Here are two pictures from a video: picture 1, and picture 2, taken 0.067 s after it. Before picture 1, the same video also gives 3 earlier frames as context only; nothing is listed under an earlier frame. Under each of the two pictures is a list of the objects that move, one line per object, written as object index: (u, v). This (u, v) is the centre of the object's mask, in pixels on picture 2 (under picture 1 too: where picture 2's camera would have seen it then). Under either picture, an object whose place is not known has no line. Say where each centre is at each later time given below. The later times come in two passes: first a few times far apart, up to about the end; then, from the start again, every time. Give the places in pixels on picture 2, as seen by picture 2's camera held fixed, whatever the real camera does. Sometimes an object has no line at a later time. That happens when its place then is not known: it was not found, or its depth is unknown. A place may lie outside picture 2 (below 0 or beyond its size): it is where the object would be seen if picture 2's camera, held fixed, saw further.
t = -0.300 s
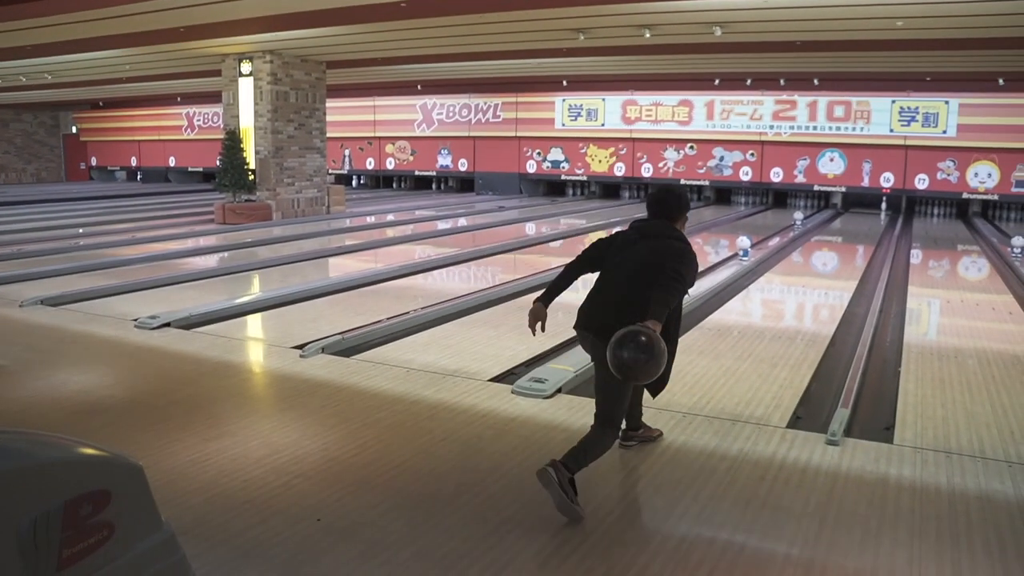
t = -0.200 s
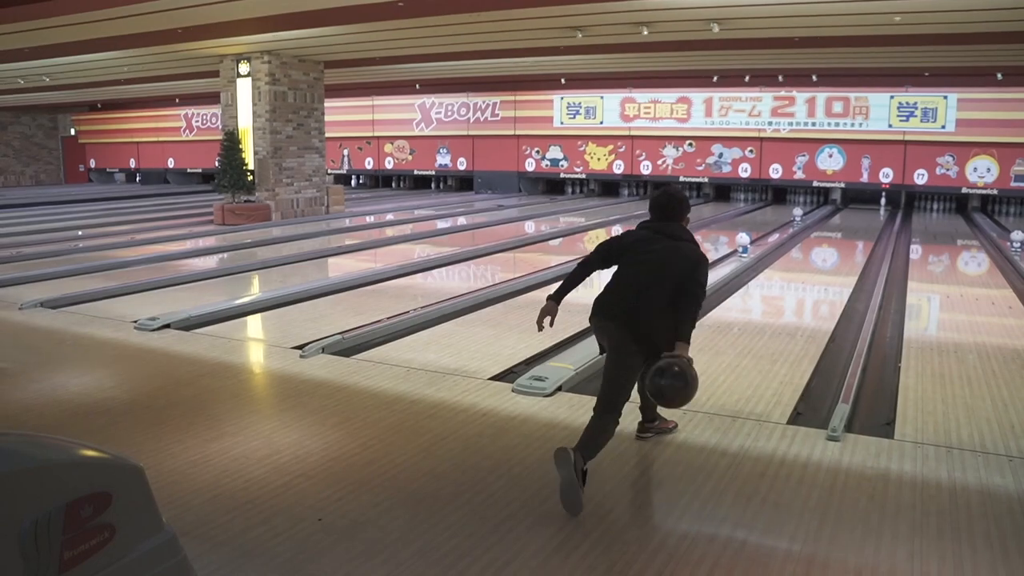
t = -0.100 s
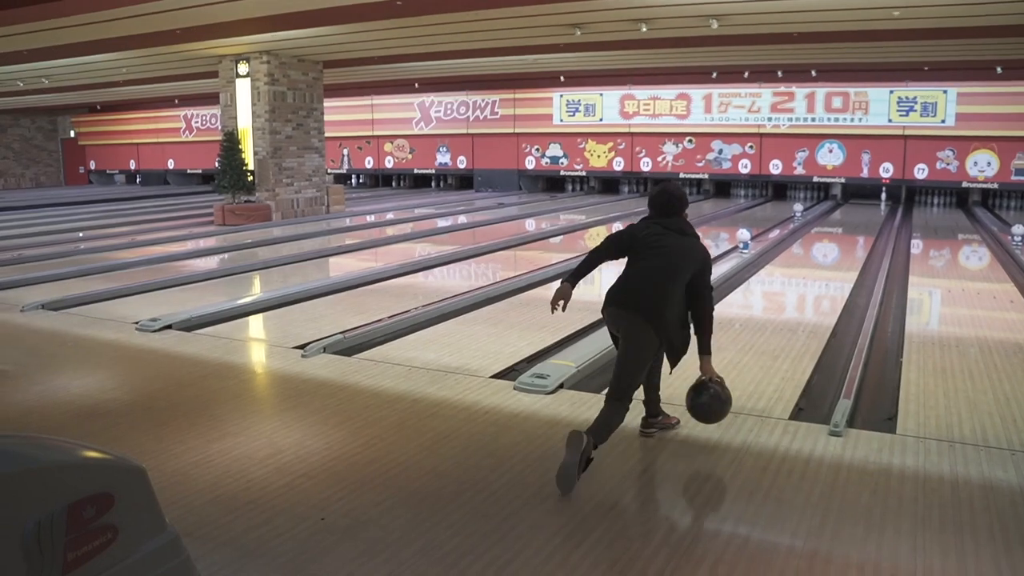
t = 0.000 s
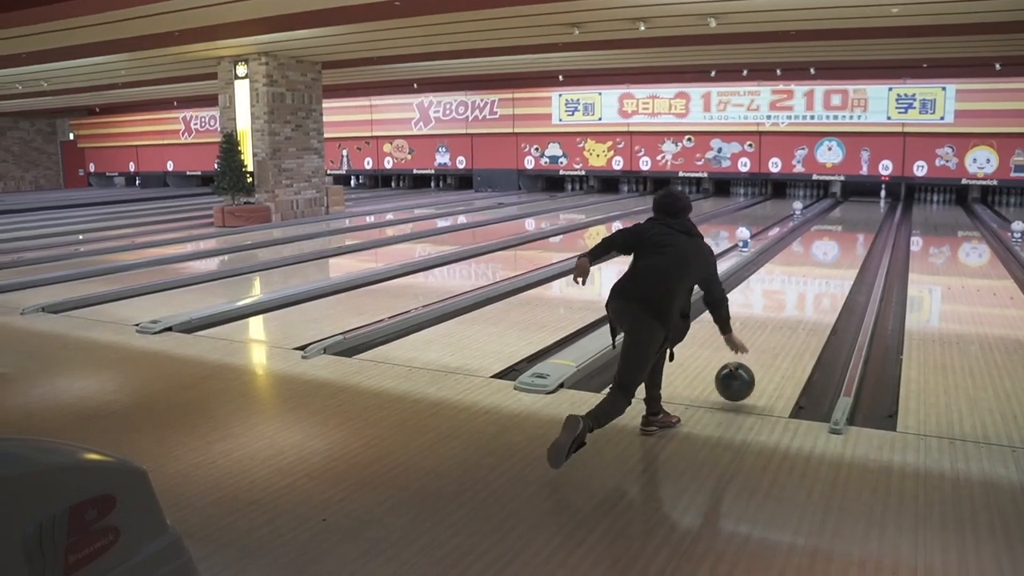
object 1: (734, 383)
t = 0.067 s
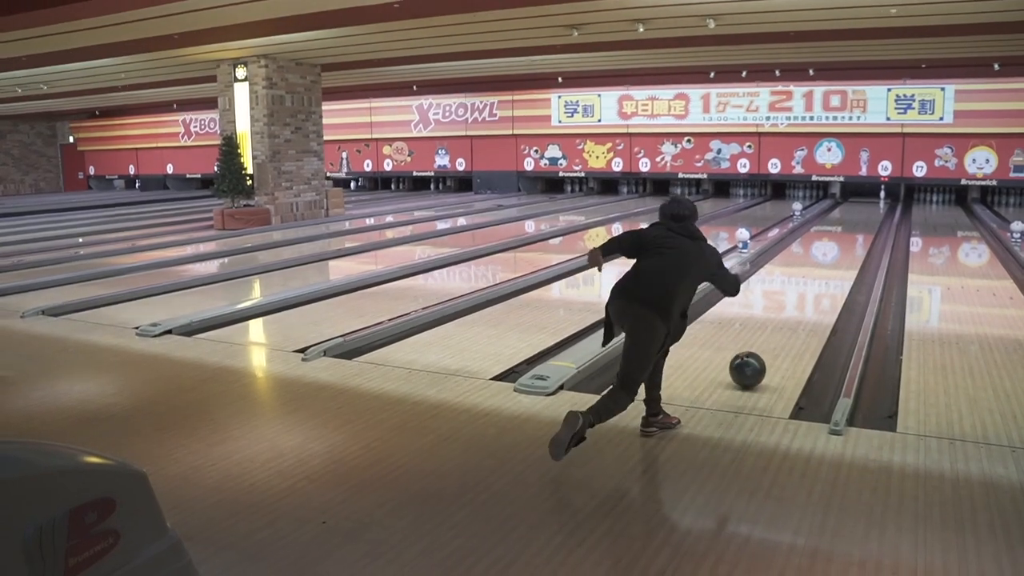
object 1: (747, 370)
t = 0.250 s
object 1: (773, 329)
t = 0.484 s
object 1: (795, 294)
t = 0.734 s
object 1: (811, 269)
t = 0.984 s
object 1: (821, 251)
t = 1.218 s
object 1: (830, 238)
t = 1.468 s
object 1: (836, 228)
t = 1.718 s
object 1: (842, 220)
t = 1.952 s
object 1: (845, 214)
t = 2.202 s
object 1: (849, 209)
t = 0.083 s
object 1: (750, 365)
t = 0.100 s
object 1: (753, 361)
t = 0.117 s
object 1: (755, 357)
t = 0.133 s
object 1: (758, 353)
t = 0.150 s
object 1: (760, 349)
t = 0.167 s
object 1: (763, 346)
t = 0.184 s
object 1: (765, 342)
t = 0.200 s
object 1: (767, 338)
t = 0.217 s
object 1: (769, 335)
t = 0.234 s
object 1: (771, 332)
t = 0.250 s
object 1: (773, 329)
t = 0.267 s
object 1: (775, 326)
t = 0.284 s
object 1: (777, 323)
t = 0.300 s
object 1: (779, 320)
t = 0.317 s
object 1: (780, 317)
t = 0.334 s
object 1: (782, 315)
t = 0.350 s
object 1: (784, 312)
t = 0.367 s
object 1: (785, 310)
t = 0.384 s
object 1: (787, 307)
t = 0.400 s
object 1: (789, 305)
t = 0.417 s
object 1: (790, 303)
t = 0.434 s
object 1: (791, 301)
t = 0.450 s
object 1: (793, 298)
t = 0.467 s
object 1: (794, 296)
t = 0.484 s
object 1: (795, 294)
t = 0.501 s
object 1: (796, 292)
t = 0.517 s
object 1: (798, 290)
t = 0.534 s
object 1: (799, 288)
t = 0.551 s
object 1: (800, 287)
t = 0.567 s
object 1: (801, 285)
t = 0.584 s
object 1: (802, 283)
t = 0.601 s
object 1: (803, 281)
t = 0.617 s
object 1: (804, 280)
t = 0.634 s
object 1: (805, 278)
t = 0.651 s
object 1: (806, 277)
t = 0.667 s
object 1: (807, 275)
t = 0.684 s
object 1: (808, 273)
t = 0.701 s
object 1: (809, 272)
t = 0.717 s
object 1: (810, 271)
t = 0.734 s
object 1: (811, 269)
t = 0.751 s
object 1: (811, 268)
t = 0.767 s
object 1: (812, 266)
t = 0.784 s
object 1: (813, 265)
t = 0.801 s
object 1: (814, 264)
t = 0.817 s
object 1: (815, 263)
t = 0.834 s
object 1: (815, 261)
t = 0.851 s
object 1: (816, 260)
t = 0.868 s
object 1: (817, 259)
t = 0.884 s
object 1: (817, 258)
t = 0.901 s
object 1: (818, 257)
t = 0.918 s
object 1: (819, 255)
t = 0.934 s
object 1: (819, 254)
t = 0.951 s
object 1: (820, 253)
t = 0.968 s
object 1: (821, 252)
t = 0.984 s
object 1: (821, 251)
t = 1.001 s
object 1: (821, 250)
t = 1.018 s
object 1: (823, 249)
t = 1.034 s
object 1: (823, 248)
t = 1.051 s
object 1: (824, 247)
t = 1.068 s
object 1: (824, 247)
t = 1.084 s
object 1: (825, 245)
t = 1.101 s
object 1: (826, 245)
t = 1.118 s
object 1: (826, 244)
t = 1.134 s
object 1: (827, 243)
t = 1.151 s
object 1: (828, 242)
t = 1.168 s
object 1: (828, 241)
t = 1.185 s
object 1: (829, 240)
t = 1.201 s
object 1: (829, 239)
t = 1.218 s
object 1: (830, 238)
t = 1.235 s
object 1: (830, 238)
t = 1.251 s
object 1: (831, 237)
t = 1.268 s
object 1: (831, 236)
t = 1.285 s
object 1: (832, 235)
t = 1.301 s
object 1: (832, 235)
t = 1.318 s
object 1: (833, 234)
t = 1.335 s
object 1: (833, 233)
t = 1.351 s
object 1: (834, 233)
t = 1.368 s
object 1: (834, 232)
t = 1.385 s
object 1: (835, 231)
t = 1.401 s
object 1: (835, 231)
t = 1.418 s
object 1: (835, 230)
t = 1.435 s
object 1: (836, 229)
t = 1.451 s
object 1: (836, 229)
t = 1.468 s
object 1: (836, 228)
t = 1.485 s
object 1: (837, 227)
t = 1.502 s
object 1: (837, 227)
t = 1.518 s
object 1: (837, 226)
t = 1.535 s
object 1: (838, 226)
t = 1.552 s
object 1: (838, 225)
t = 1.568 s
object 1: (838, 225)
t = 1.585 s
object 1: (839, 224)
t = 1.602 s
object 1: (839, 224)
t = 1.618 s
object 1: (840, 223)
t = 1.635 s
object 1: (840, 223)
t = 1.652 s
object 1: (841, 222)
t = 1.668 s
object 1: (841, 222)
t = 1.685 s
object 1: (841, 221)
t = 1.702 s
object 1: (841, 221)
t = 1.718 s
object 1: (842, 220)
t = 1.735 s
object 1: (842, 220)
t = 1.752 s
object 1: (842, 220)
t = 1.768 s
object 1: (842, 219)
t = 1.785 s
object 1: (843, 219)
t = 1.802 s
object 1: (843, 218)
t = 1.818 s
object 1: (843, 218)
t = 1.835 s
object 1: (843, 217)
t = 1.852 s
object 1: (844, 217)
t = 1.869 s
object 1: (844, 216)
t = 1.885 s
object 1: (844, 216)
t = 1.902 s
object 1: (844, 215)
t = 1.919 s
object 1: (845, 215)
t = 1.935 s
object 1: (845, 215)
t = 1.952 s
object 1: (845, 214)
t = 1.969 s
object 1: (845, 214)
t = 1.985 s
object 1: (846, 214)
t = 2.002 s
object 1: (846, 213)
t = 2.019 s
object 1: (846, 213)
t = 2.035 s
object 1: (846, 213)
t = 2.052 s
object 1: (846, 212)
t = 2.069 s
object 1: (847, 212)
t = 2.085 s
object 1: (847, 212)
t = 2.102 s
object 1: (847, 211)
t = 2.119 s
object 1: (847, 211)
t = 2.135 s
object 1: (848, 211)
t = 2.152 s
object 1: (848, 210)
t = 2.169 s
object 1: (848, 210)
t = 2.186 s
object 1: (848, 209)
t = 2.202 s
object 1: (849, 209)
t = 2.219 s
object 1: (849, 209)
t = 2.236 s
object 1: (849, 208)
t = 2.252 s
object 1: (849, 208)
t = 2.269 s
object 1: (850, 208)
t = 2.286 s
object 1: (850, 207)
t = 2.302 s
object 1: (851, 207)
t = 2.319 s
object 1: (851, 206)
